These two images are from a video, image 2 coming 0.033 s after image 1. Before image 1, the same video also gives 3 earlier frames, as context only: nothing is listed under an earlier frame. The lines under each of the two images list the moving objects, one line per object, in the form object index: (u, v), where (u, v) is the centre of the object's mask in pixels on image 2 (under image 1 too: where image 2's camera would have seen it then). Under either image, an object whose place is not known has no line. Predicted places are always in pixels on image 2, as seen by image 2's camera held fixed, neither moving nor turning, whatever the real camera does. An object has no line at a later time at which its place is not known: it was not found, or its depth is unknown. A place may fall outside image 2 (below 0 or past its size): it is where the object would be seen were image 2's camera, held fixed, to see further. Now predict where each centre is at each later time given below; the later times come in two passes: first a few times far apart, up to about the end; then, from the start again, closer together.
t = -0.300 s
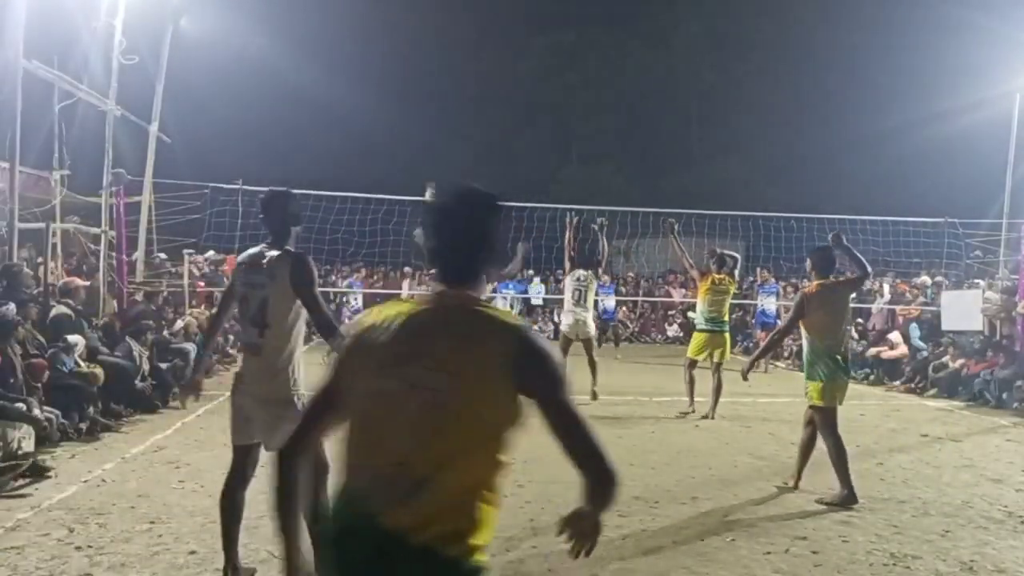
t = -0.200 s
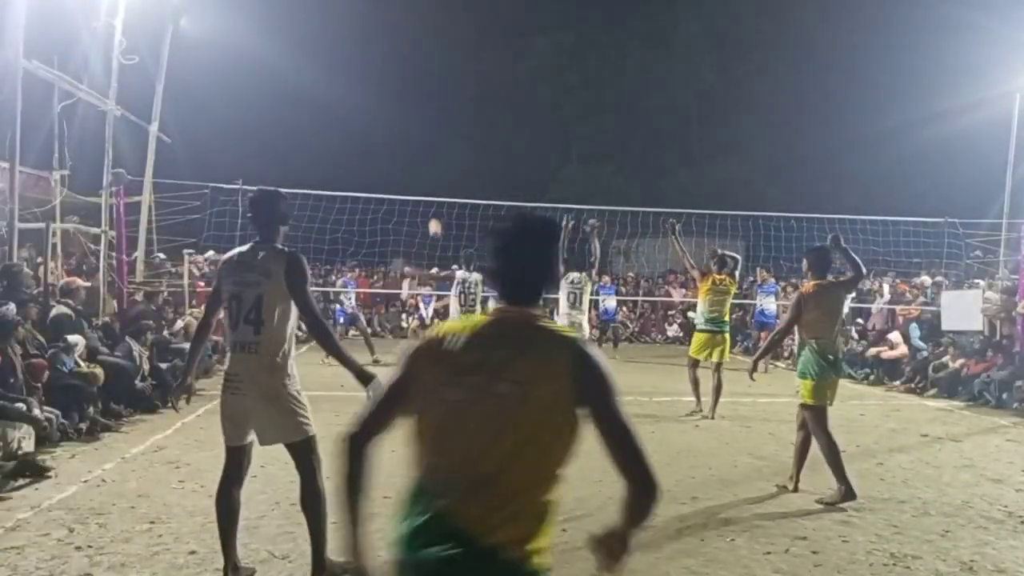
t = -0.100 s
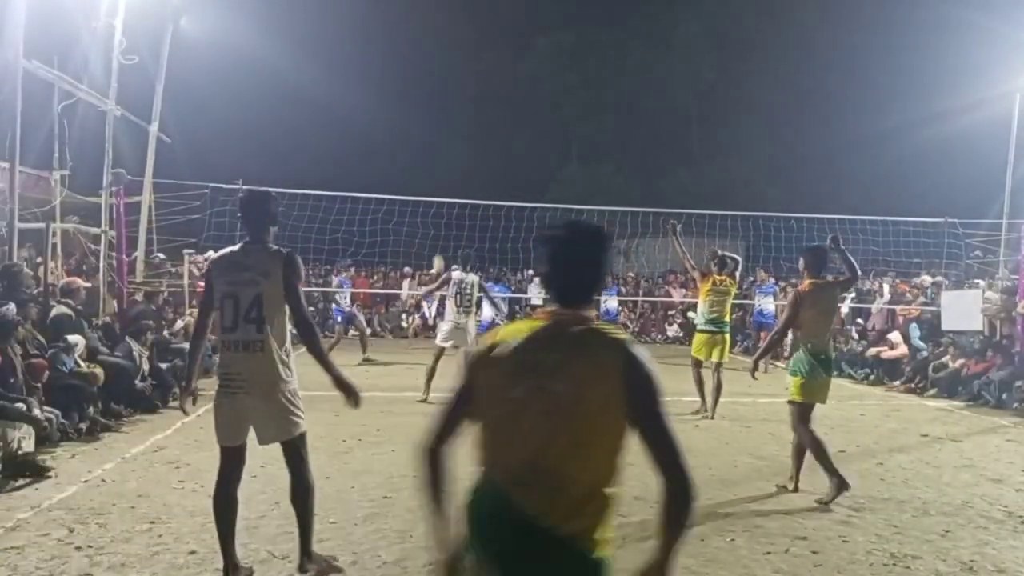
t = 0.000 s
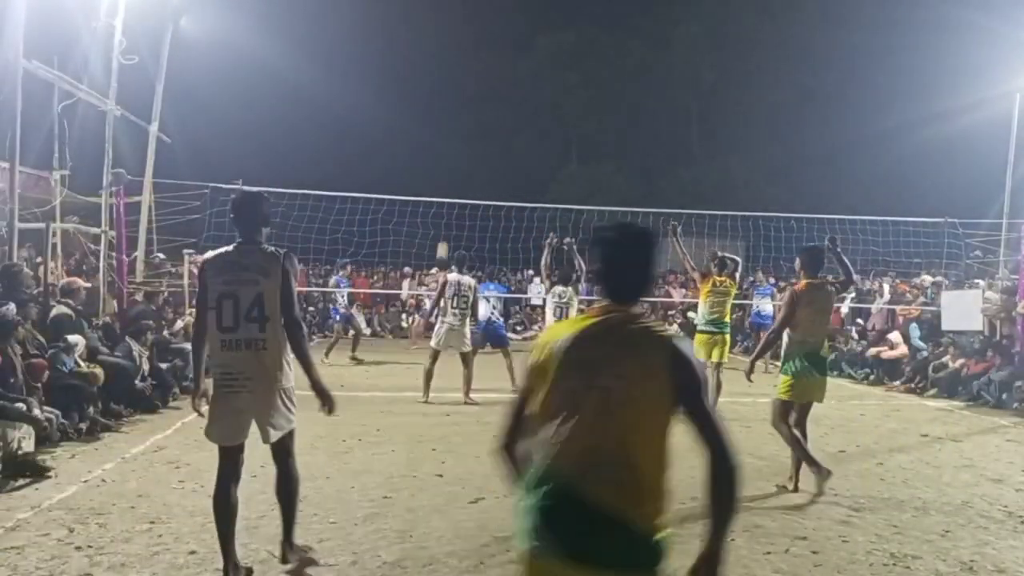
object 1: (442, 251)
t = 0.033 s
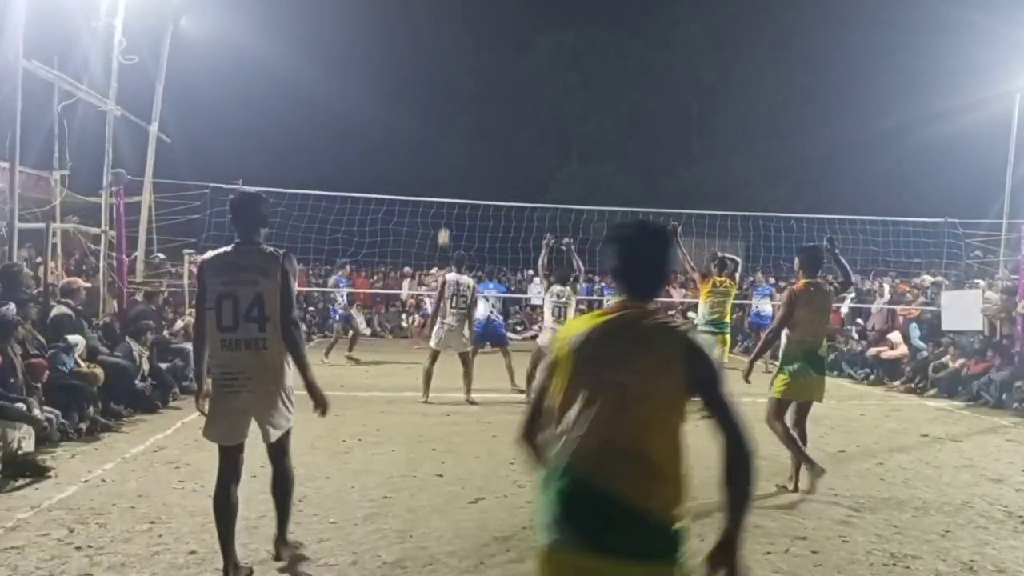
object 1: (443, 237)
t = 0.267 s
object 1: (455, 150)
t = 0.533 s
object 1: (468, 83)
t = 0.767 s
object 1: (480, 57)
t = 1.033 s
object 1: (493, 65)
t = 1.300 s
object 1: (504, 119)
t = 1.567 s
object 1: (513, 221)
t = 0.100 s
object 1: (447, 210)
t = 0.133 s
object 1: (448, 196)
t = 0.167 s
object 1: (450, 184)
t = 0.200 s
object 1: (451, 172)
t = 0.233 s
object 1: (453, 161)
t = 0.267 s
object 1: (455, 150)
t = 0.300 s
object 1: (456, 140)
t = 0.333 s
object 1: (458, 130)
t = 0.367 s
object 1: (460, 121)
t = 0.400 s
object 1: (461, 112)
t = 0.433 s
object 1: (463, 104)
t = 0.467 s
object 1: (465, 96)
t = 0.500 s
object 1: (466, 90)
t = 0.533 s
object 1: (468, 83)
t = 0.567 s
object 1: (470, 77)
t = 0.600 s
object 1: (471, 72)
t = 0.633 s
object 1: (473, 68)
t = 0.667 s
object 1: (475, 64)
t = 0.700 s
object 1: (476, 61)
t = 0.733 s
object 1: (478, 58)
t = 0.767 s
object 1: (480, 57)
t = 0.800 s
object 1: (481, 55)
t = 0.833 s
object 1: (483, 54)
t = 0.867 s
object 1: (485, 54)
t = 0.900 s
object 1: (486, 55)
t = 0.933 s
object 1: (488, 56)
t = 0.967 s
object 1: (490, 58)
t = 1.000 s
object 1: (491, 61)
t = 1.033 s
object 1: (493, 65)
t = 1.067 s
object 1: (494, 69)
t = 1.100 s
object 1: (496, 74)
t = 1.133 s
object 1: (497, 80)
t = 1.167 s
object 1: (499, 86)
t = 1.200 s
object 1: (500, 93)
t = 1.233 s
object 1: (502, 101)
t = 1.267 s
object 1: (503, 110)
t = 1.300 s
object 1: (504, 119)
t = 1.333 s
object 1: (506, 129)
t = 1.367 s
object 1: (507, 141)
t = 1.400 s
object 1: (508, 152)
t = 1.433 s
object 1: (509, 165)
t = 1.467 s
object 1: (510, 178)
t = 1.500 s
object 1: (511, 191)
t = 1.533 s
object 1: (512, 206)
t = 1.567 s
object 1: (513, 221)
